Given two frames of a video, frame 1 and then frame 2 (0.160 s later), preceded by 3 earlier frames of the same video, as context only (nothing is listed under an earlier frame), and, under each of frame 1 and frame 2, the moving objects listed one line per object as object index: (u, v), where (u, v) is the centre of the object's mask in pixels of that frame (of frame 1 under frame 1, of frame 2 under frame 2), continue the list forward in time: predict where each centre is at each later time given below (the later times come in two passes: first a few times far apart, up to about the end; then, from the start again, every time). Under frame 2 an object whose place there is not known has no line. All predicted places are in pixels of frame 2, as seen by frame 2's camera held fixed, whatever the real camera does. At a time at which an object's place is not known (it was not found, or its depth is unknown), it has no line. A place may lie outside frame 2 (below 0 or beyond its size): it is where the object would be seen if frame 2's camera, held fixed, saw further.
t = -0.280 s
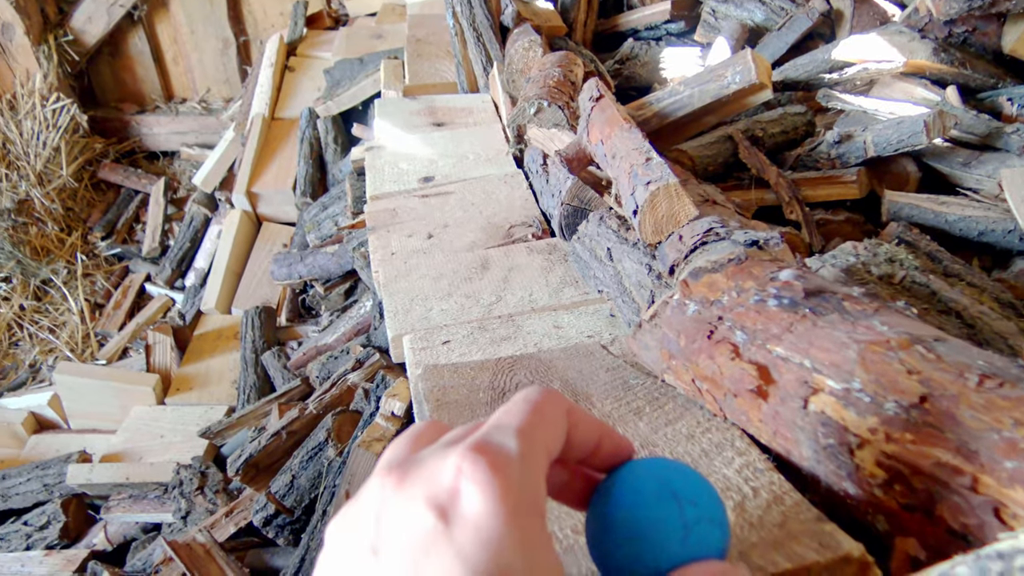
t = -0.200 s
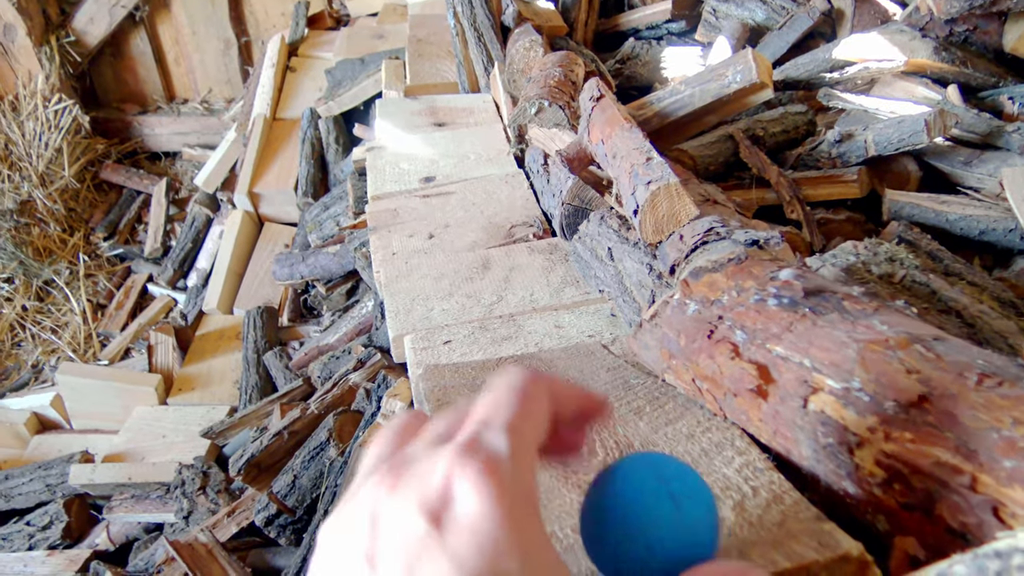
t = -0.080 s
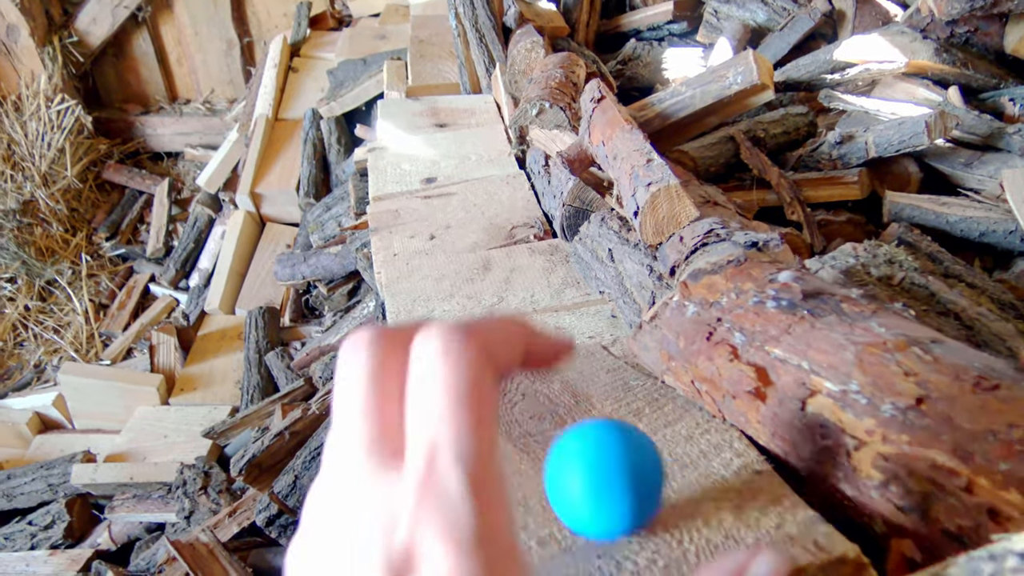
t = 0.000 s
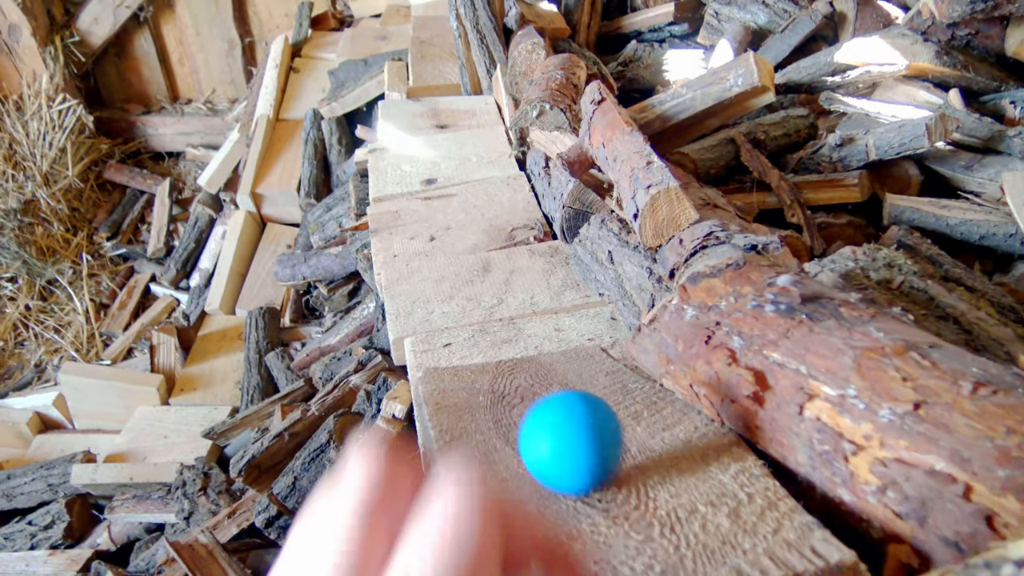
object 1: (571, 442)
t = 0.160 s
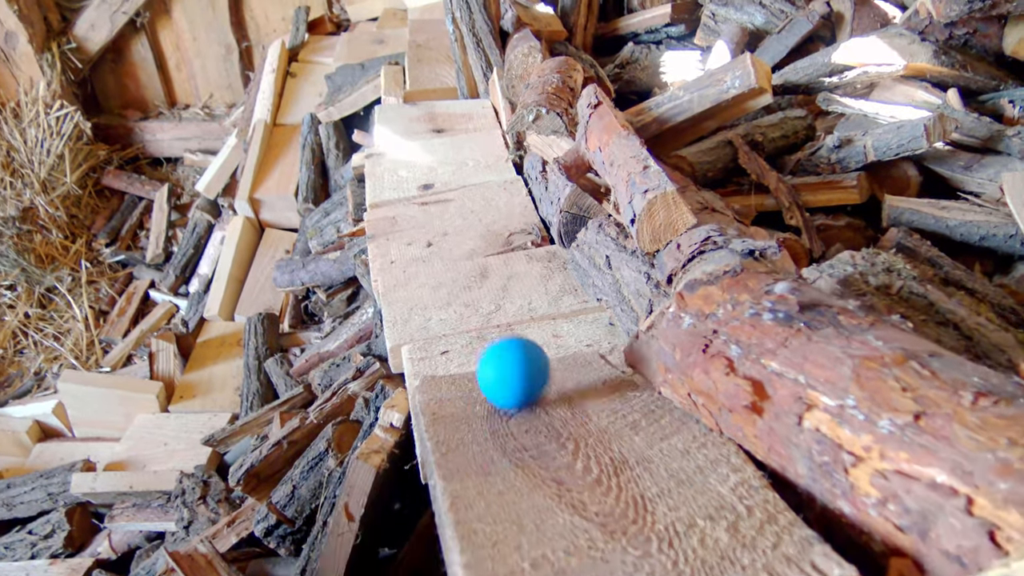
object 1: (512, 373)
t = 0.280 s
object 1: (488, 327)
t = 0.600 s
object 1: (421, 118)
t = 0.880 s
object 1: (420, 56)
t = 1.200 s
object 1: (440, 37)
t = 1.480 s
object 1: (437, 8)
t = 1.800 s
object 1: (405, -3)
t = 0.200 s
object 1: (503, 355)
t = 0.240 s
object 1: (494, 338)
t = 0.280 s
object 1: (488, 327)
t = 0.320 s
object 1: (479, 292)
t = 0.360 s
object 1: (471, 261)
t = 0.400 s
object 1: (464, 234)
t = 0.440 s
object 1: (456, 207)
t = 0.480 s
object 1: (447, 182)
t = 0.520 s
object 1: (436, 149)
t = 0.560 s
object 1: (428, 128)
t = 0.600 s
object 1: (421, 118)
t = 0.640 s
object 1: (415, 115)
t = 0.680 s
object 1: (410, 102)
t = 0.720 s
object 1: (404, 89)
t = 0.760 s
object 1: (407, 65)
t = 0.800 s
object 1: (411, 53)
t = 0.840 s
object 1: (415, 50)
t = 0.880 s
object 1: (420, 56)
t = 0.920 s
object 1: (425, 70)
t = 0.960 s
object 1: (429, 62)
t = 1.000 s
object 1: (432, 51)
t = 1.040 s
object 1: (434, 47)
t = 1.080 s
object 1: (438, 51)
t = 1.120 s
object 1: (442, 47)
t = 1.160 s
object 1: (440, 42)
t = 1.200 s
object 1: (440, 37)
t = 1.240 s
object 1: (439, 32)
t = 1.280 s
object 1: (438, 26)
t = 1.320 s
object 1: (438, 20)
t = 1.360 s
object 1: (437, 14)
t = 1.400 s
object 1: (437, 9)
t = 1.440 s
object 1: (437, 5)
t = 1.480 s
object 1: (437, 8)
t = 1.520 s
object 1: (436, 4)
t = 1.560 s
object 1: (434, -1)
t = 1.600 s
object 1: (432, -1)
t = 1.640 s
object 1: (428, -4)
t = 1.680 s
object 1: (423, -7)
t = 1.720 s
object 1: (418, -8)
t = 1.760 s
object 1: (411, -6)
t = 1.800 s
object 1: (405, -3)
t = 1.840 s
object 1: (398, 2)
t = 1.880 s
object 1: (391, 8)
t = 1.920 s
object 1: (385, 7)
